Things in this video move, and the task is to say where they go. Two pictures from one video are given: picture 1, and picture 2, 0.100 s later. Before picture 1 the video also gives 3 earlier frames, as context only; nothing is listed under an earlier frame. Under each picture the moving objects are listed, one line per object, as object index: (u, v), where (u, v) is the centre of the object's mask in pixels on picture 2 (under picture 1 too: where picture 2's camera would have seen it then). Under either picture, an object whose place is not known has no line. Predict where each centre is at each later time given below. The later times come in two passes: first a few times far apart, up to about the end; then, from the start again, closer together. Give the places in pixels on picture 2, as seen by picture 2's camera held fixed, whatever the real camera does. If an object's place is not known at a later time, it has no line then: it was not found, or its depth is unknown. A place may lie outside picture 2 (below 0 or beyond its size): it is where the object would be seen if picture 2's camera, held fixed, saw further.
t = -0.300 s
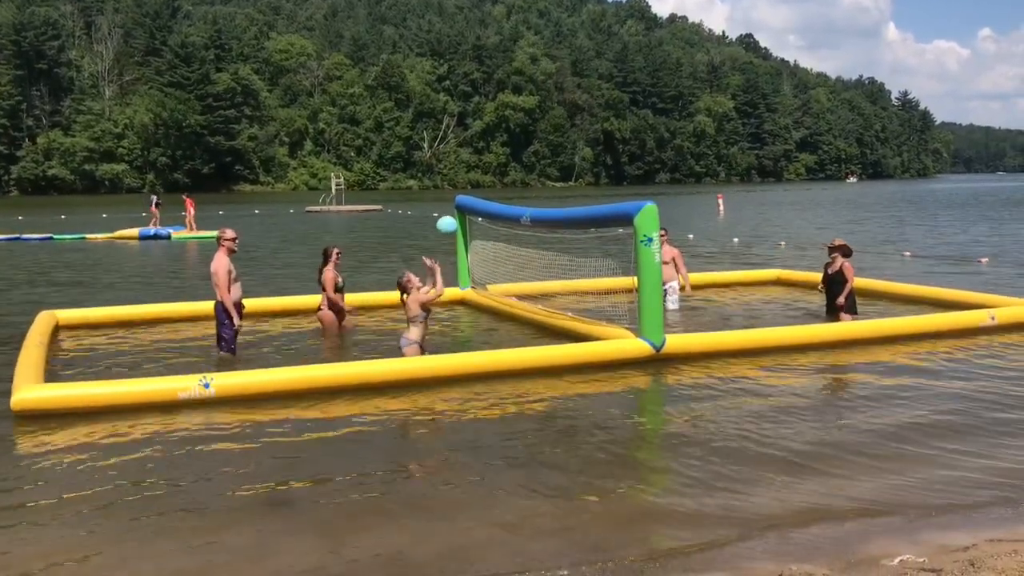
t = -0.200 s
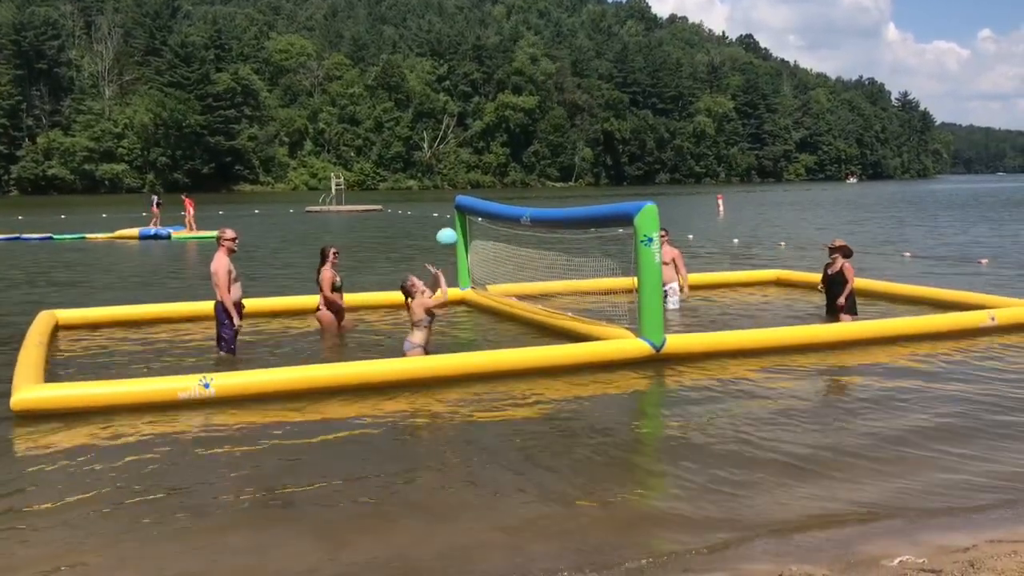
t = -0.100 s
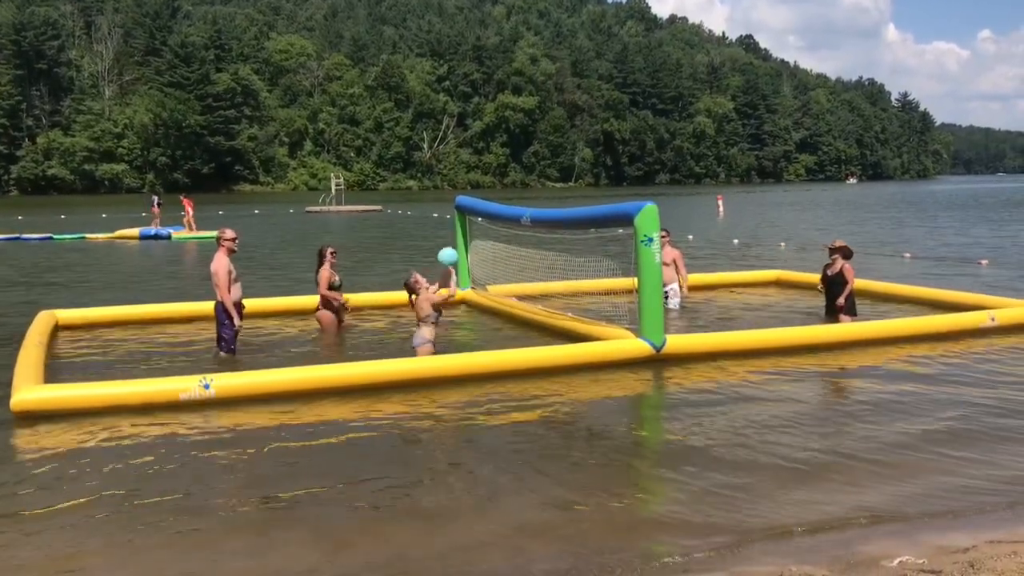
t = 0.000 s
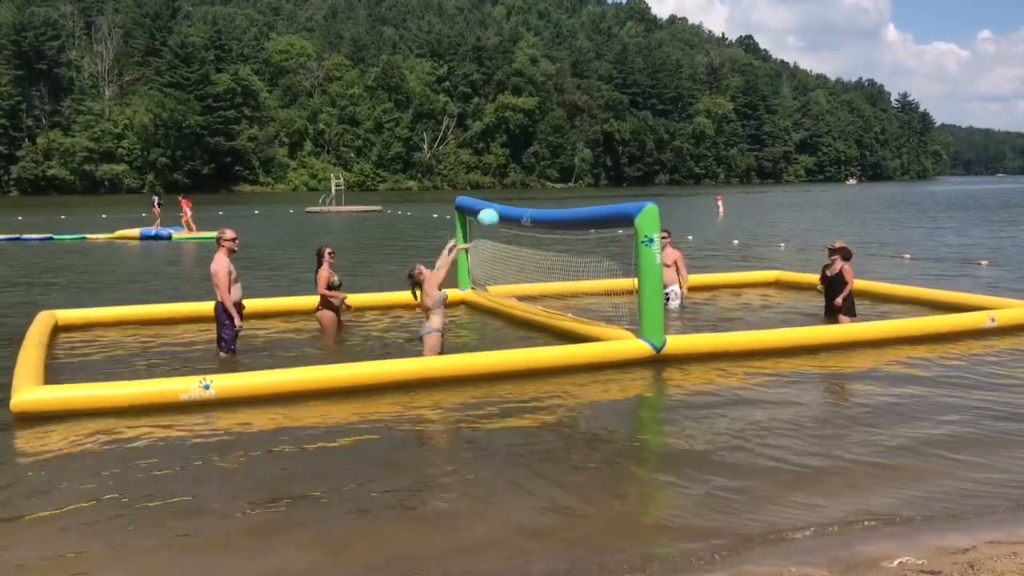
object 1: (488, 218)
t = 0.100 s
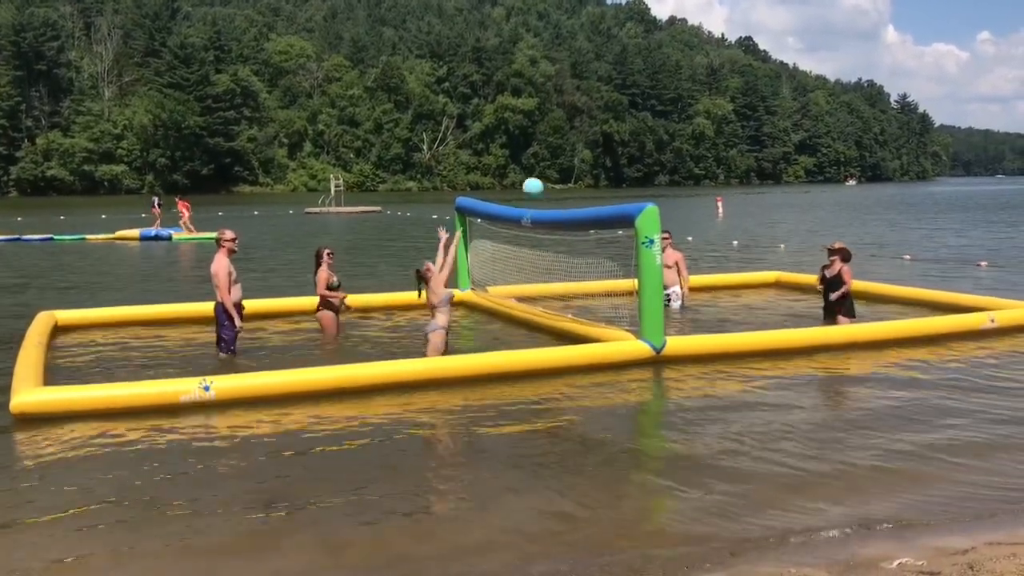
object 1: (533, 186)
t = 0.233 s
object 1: (590, 162)
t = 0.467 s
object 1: (683, 162)
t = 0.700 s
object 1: (767, 215)
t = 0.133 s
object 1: (547, 179)
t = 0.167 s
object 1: (562, 173)
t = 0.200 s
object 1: (576, 167)
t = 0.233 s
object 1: (590, 162)
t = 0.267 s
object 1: (604, 159)
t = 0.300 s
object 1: (618, 157)
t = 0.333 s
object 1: (631, 155)
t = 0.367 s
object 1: (644, 156)
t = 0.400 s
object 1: (657, 157)
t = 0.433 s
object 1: (670, 159)
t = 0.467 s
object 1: (683, 162)
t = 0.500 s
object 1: (696, 167)
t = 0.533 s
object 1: (708, 173)
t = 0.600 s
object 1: (733, 185)
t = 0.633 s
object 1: (745, 195)
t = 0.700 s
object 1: (767, 215)
